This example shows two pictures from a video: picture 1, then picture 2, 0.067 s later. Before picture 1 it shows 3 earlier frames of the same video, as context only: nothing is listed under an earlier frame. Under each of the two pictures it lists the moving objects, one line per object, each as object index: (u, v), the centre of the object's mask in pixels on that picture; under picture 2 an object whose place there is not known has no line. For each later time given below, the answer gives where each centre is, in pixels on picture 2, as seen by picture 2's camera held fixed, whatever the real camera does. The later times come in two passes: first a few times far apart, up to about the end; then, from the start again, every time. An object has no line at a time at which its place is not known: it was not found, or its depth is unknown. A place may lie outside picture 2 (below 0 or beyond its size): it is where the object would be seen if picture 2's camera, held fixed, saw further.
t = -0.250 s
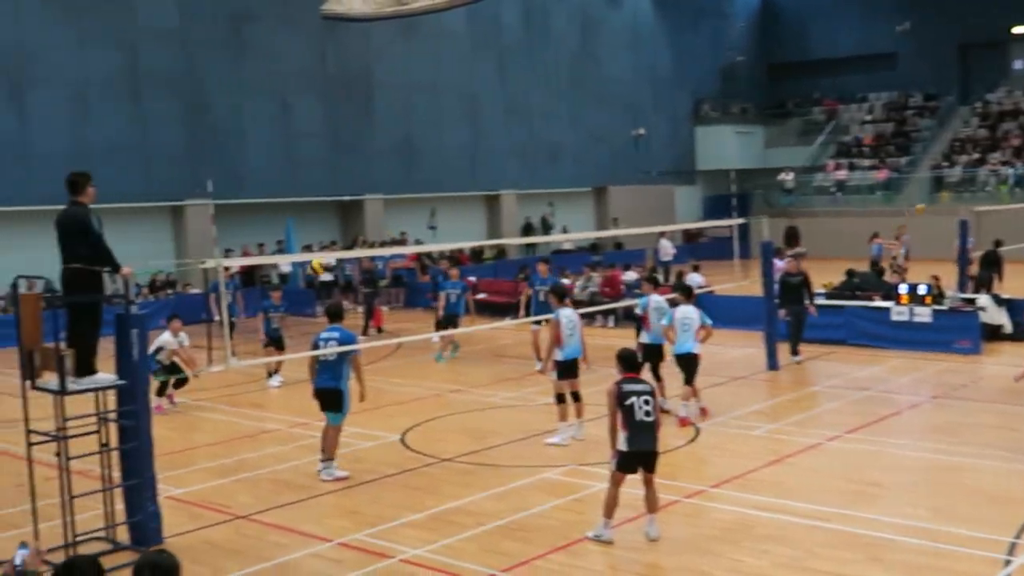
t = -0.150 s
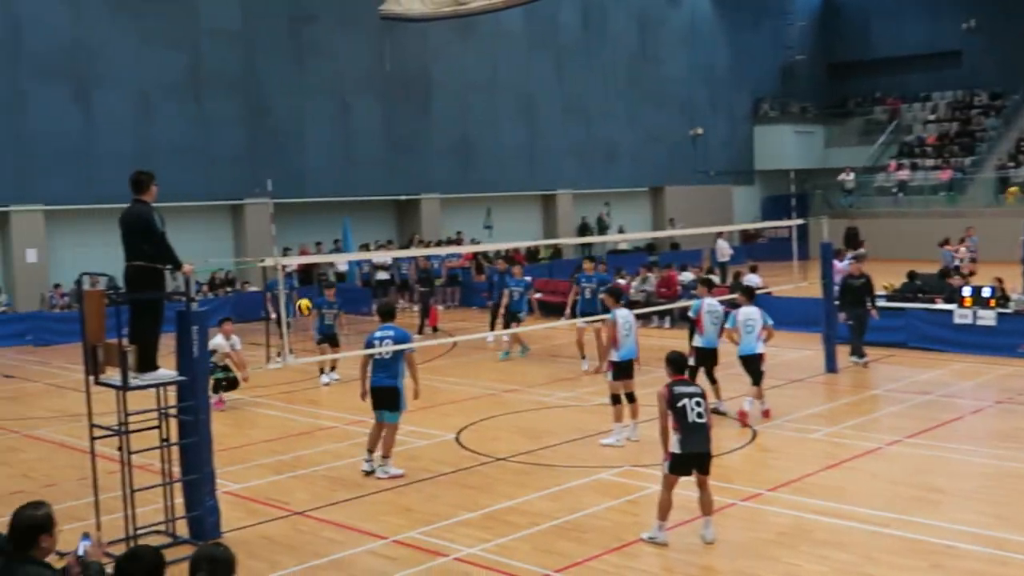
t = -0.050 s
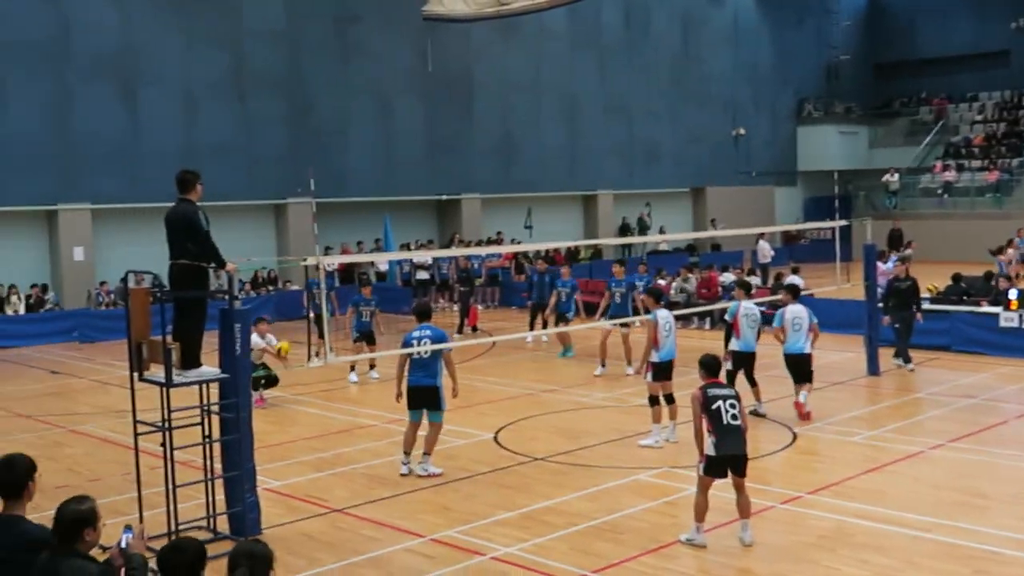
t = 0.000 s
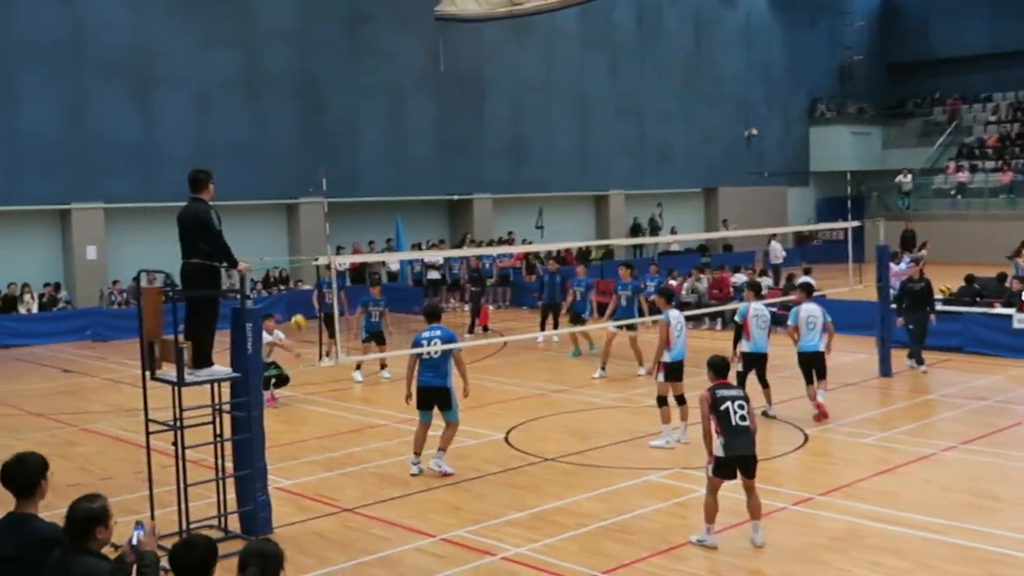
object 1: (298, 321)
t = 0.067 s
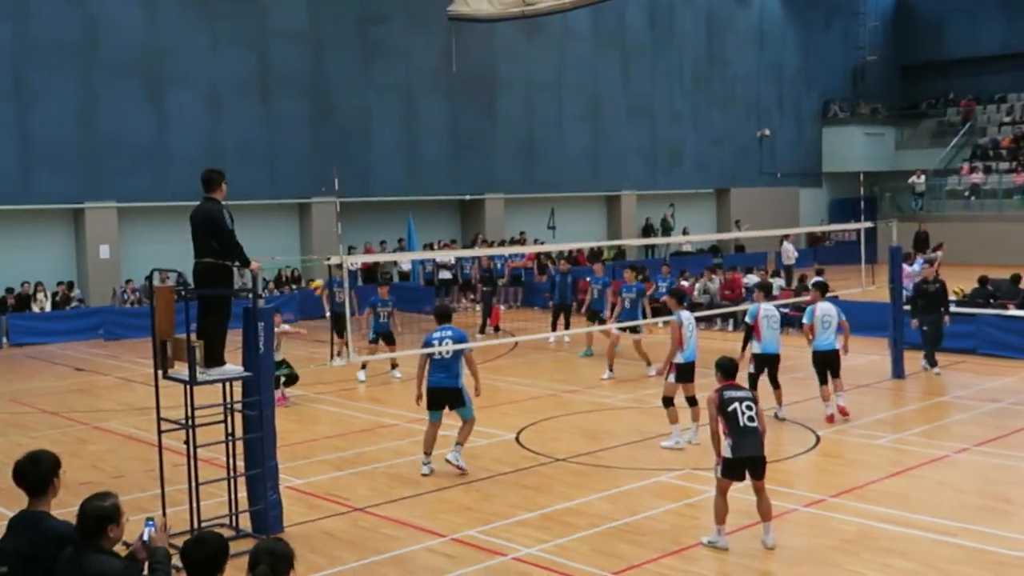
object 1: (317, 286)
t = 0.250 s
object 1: (346, 203)
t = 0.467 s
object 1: (379, 137)
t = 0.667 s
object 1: (409, 104)
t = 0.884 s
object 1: (442, 102)
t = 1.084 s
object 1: (473, 127)
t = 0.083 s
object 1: (320, 277)
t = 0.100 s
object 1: (322, 271)
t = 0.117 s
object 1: (323, 261)
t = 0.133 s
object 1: (329, 251)
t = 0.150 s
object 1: (331, 246)
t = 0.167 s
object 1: (334, 238)
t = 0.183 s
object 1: (336, 230)
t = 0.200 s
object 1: (339, 223)
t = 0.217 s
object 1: (342, 216)
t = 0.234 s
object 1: (345, 209)
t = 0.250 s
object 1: (346, 203)
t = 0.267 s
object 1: (349, 197)
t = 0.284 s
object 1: (351, 190)
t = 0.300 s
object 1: (354, 185)
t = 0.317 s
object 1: (356, 179)
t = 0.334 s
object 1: (358, 174)
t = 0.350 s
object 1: (360, 168)
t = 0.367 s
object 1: (363, 163)
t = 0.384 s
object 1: (365, 158)
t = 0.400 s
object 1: (368, 153)
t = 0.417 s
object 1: (372, 149)
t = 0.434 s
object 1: (374, 145)
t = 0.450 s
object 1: (376, 140)
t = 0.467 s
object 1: (379, 137)
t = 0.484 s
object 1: (381, 133)
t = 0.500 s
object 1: (384, 129)
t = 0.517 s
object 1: (387, 126)
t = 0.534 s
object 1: (389, 122)
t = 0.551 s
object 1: (392, 120)
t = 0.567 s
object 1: (394, 117)
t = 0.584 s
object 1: (396, 114)
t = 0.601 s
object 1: (399, 112)
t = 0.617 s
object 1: (401, 110)
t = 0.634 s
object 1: (404, 108)
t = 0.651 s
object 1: (407, 106)
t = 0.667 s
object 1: (409, 104)
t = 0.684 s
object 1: (412, 103)
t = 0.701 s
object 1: (414, 102)
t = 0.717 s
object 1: (417, 101)
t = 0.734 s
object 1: (419, 100)
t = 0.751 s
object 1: (422, 99)
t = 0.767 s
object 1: (424, 99)
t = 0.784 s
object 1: (427, 98)
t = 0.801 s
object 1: (430, 98)
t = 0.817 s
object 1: (432, 98)
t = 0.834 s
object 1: (434, 99)
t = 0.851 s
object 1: (437, 100)
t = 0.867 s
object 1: (439, 101)
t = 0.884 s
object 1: (442, 102)
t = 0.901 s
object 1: (445, 103)
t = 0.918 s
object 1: (447, 104)
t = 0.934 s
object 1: (450, 105)
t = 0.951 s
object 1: (452, 107)
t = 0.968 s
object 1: (455, 109)
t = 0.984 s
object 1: (458, 111)
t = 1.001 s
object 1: (460, 113)
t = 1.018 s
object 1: (463, 116)
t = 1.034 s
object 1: (465, 119)
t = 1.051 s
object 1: (468, 121)
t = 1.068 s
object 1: (470, 124)
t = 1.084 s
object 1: (473, 127)
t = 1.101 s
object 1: (475, 131)
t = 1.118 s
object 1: (477, 135)
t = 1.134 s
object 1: (480, 139)
